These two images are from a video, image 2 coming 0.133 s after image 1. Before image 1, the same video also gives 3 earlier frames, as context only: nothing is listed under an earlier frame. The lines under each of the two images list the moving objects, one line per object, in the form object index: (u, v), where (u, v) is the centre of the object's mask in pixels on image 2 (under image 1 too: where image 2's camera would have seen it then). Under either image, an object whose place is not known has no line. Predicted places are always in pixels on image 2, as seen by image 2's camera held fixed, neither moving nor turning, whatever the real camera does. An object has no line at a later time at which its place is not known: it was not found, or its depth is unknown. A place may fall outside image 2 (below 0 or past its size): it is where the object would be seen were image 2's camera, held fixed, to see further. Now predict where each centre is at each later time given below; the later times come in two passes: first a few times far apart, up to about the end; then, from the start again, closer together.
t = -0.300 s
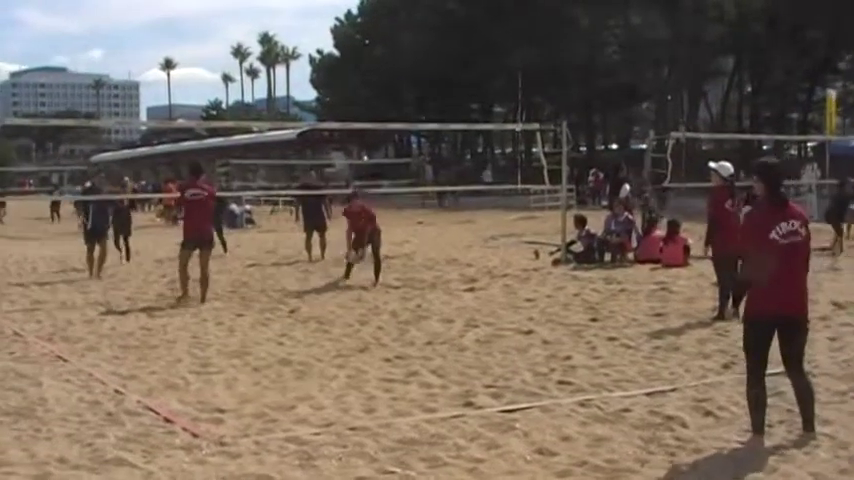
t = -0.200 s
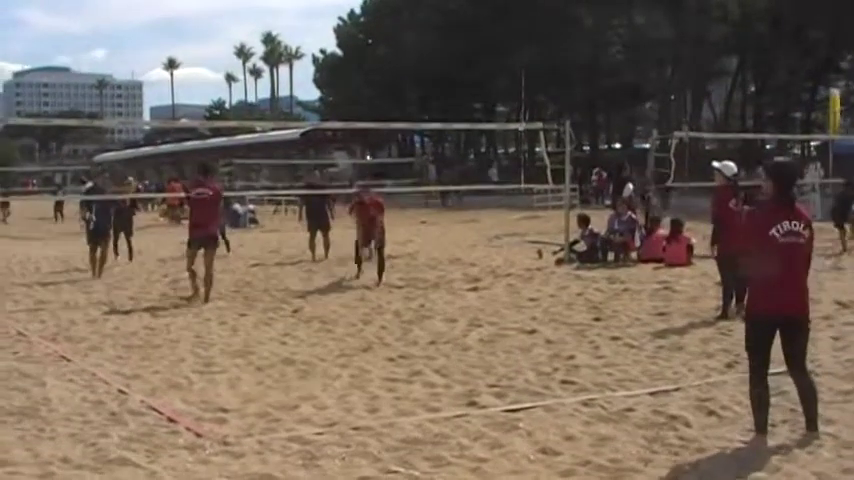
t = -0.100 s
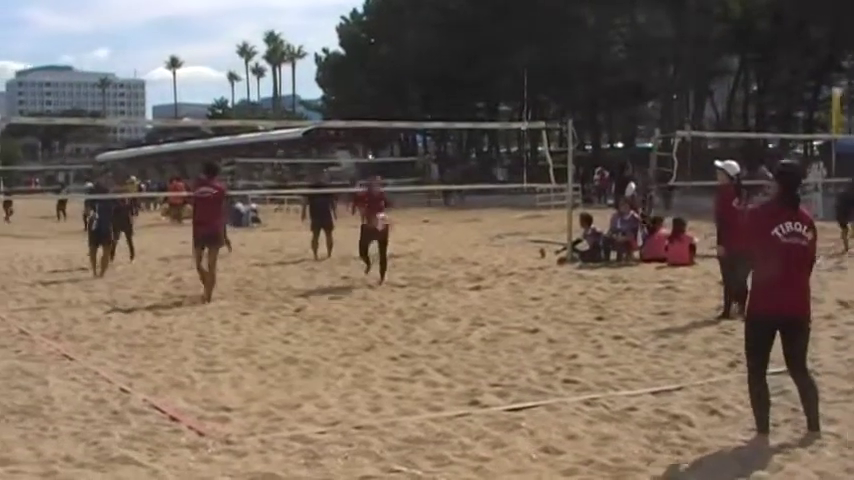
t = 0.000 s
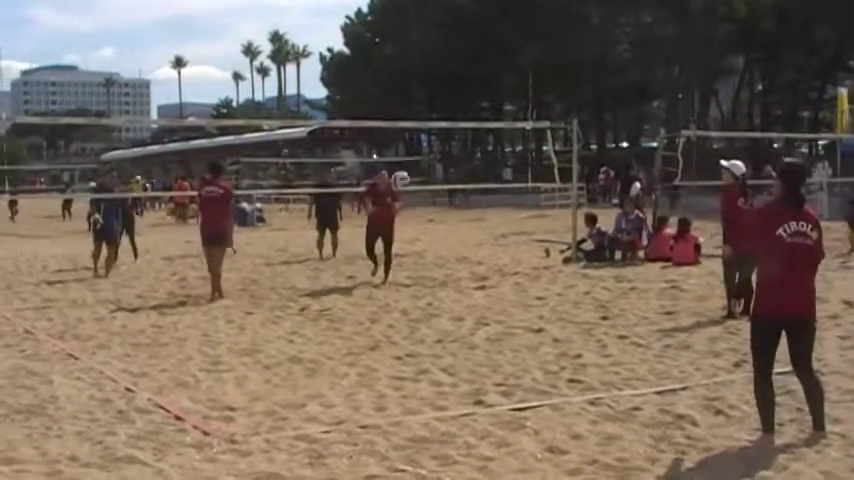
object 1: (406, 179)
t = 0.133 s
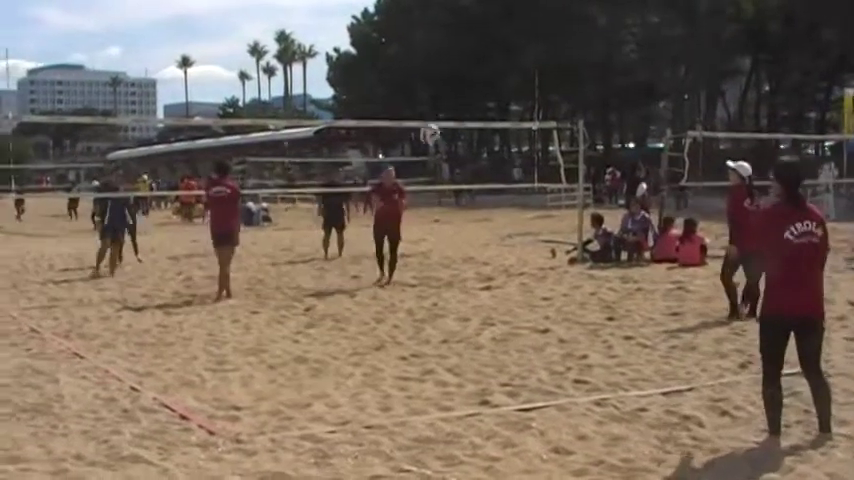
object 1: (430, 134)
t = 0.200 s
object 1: (443, 114)
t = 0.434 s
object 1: (511, 77)
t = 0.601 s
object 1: (573, 83)
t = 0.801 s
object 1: (668, 142)
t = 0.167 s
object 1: (436, 124)
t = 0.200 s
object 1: (443, 114)
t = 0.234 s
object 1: (451, 107)
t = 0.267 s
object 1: (460, 99)
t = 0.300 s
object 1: (469, 93)
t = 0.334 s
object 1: (479, 88)
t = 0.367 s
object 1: (489, 84)
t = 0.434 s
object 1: (511, 77)
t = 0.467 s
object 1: (522, 75)
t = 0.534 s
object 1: (546, 77)
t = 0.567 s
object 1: (560, 80)
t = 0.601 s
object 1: (573, 83)
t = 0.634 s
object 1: (587, 88)
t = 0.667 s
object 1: (602, 96)
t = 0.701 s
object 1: (618, 105)
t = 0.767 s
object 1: (651, 129)
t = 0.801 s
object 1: (668, 142)
